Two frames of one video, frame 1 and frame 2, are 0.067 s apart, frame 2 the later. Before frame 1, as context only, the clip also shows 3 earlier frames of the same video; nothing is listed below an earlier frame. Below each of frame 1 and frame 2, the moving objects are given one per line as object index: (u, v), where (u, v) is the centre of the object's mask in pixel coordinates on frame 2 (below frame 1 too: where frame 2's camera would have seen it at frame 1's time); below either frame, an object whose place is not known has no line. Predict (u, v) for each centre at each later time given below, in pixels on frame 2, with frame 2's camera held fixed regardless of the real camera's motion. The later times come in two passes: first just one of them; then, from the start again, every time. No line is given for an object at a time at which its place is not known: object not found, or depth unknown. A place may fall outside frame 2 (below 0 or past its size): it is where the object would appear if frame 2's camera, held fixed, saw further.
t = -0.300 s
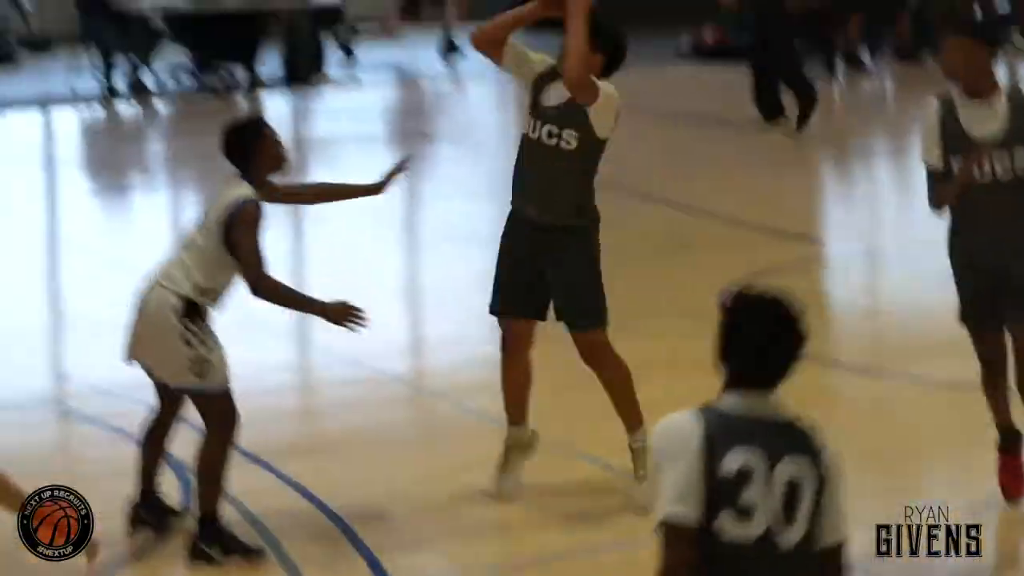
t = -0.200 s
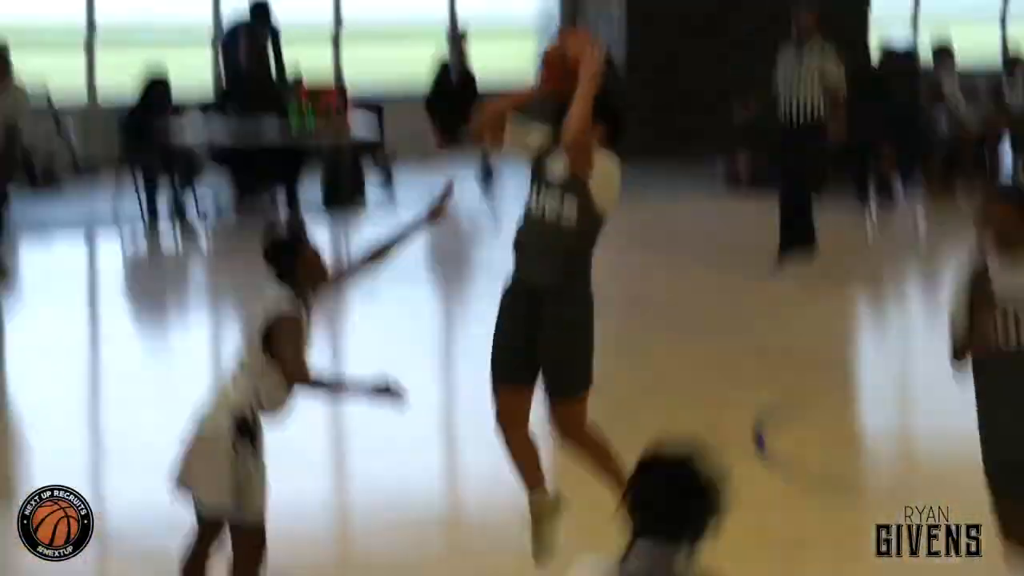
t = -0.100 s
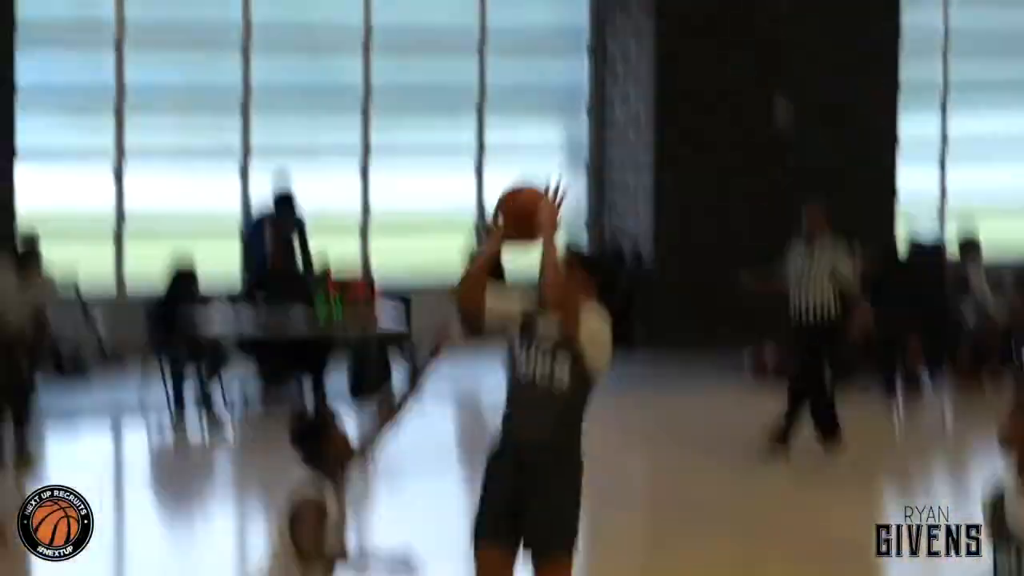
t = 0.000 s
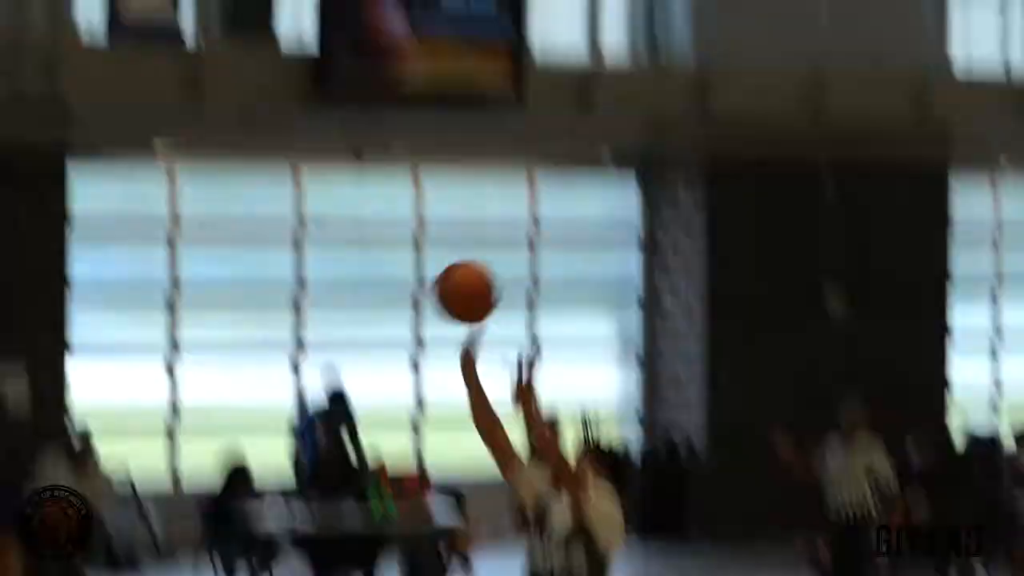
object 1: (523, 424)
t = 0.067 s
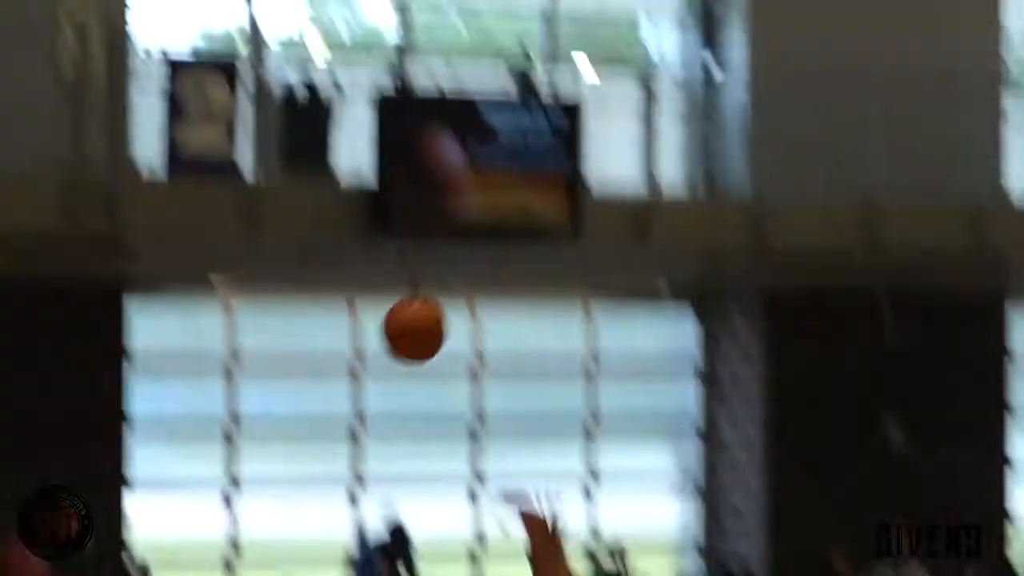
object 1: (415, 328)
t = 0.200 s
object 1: (192, 175)
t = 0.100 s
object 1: (361, 285)
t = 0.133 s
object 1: (305, 247)
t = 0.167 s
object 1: (248, 211)
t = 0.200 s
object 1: (192, 175)
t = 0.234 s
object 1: (133, 143)
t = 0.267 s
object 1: (73, 113)
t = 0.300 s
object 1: (12, 85)
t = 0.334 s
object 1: (-51, 61)
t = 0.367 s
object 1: (-114, 37)
